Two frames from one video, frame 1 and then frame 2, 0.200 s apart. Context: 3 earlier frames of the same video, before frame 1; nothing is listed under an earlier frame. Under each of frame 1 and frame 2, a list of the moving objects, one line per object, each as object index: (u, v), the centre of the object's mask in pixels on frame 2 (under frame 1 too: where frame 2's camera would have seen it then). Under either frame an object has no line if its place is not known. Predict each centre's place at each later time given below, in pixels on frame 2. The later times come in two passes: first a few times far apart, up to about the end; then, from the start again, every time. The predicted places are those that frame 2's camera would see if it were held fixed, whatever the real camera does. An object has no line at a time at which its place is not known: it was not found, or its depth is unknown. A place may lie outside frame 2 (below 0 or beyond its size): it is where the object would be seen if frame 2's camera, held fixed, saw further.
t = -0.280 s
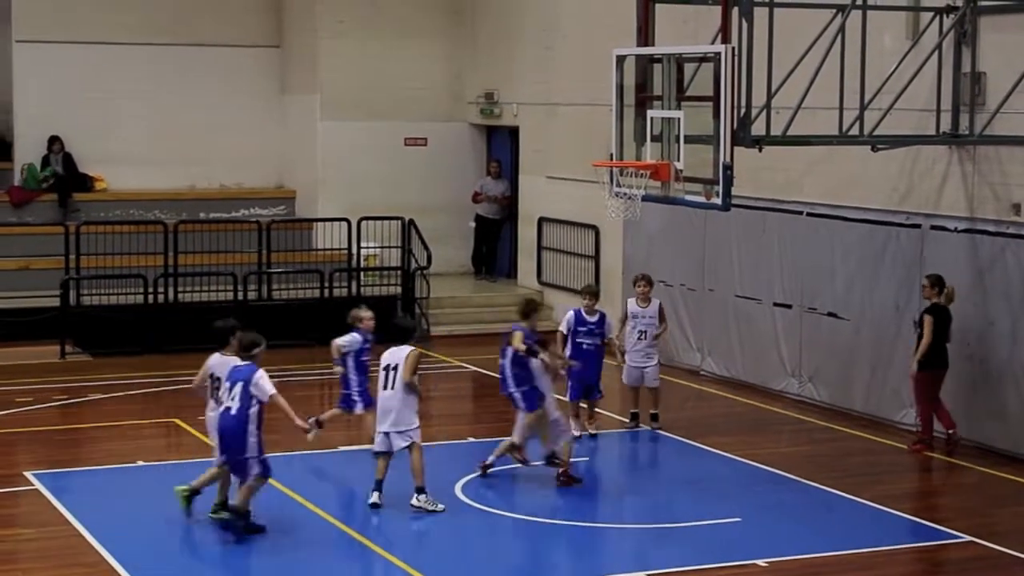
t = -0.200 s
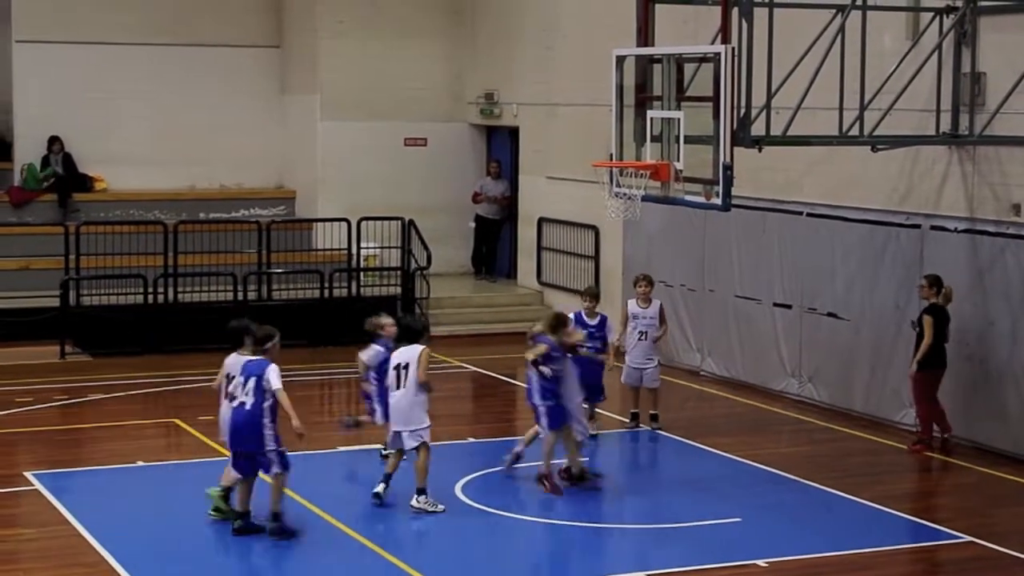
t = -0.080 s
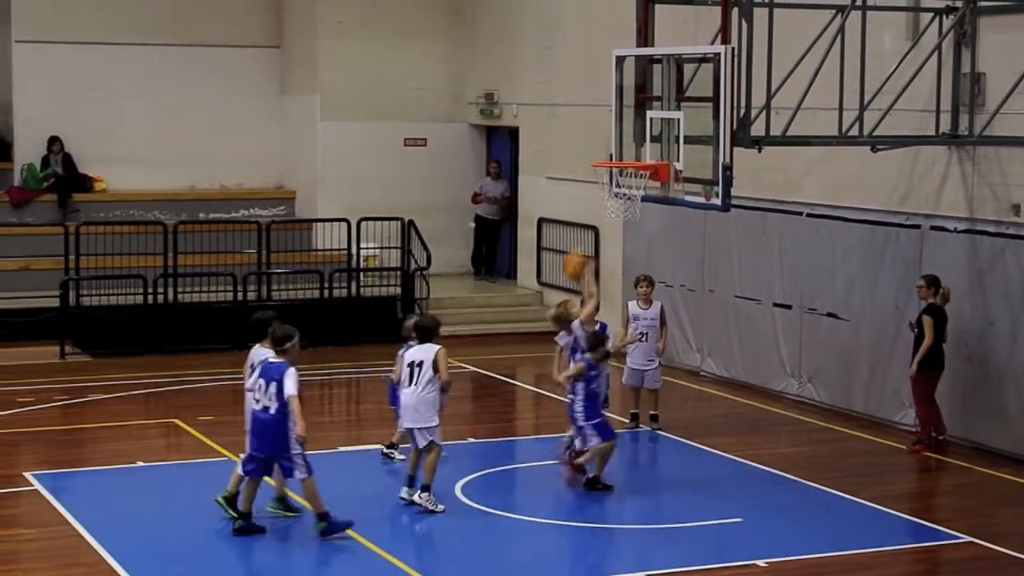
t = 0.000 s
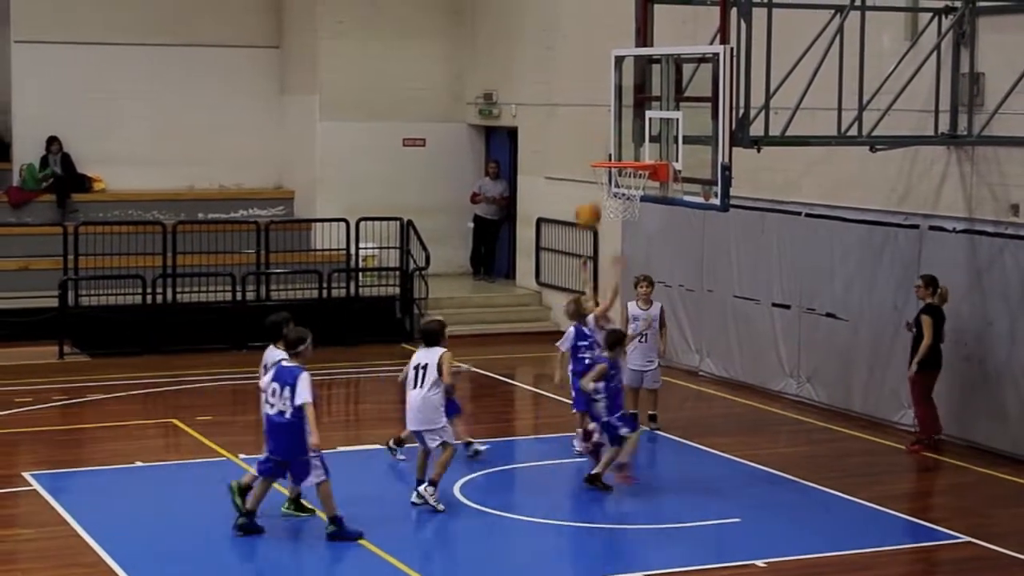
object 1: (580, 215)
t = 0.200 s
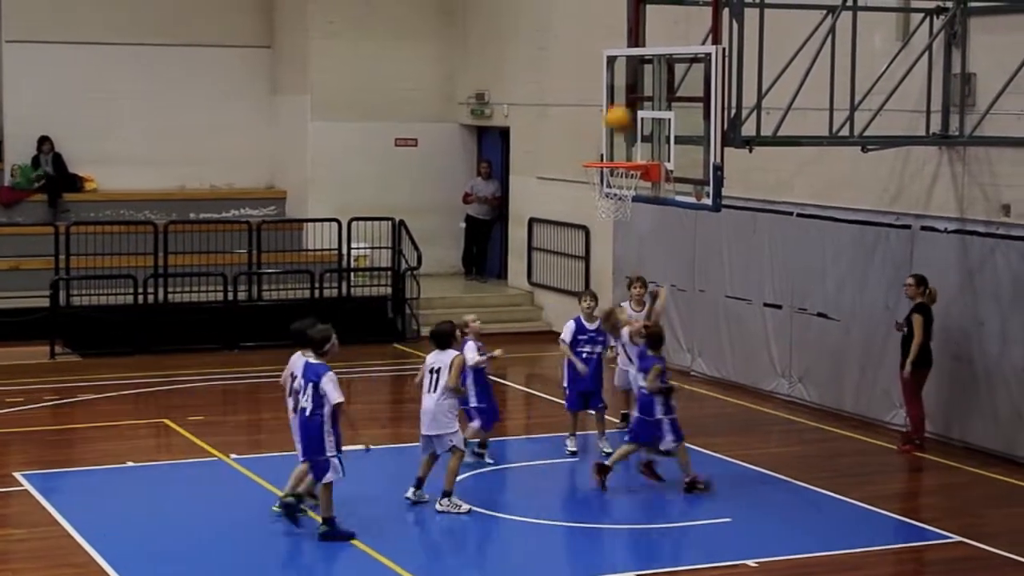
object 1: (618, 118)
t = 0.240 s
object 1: (624, 104)
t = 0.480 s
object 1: (627, 91)
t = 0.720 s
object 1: (618, 150)
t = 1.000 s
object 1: (607, 124)
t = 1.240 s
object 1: (594, 171)
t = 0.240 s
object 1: (624, 104)
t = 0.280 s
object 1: (631, 93)
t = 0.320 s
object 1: (631, 89)
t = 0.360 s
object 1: (630, 87)
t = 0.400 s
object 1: (630, 87)
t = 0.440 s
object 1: (629, 88)
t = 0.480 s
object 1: (627, 91)
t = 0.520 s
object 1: (625, 96)
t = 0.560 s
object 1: (624, 102)
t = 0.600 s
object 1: (622, 111)
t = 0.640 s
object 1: (621, 122)
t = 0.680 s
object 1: (619, 136)
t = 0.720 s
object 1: (618, 150)
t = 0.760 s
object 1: (616, 146)
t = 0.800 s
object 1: (614, 137)
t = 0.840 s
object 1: (613, 130)
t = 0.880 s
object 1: (610, 126)
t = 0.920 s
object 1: (610, 123)
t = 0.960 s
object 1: (608, 123)
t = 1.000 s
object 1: (607, 124)
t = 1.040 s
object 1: (605, 128)
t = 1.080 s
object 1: (603, 132)
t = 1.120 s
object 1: (602, 140)
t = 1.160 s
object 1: (600, 148)
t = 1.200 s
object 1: (597, 154)
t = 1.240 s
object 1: (594, 171)
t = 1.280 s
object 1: (589, 187)
